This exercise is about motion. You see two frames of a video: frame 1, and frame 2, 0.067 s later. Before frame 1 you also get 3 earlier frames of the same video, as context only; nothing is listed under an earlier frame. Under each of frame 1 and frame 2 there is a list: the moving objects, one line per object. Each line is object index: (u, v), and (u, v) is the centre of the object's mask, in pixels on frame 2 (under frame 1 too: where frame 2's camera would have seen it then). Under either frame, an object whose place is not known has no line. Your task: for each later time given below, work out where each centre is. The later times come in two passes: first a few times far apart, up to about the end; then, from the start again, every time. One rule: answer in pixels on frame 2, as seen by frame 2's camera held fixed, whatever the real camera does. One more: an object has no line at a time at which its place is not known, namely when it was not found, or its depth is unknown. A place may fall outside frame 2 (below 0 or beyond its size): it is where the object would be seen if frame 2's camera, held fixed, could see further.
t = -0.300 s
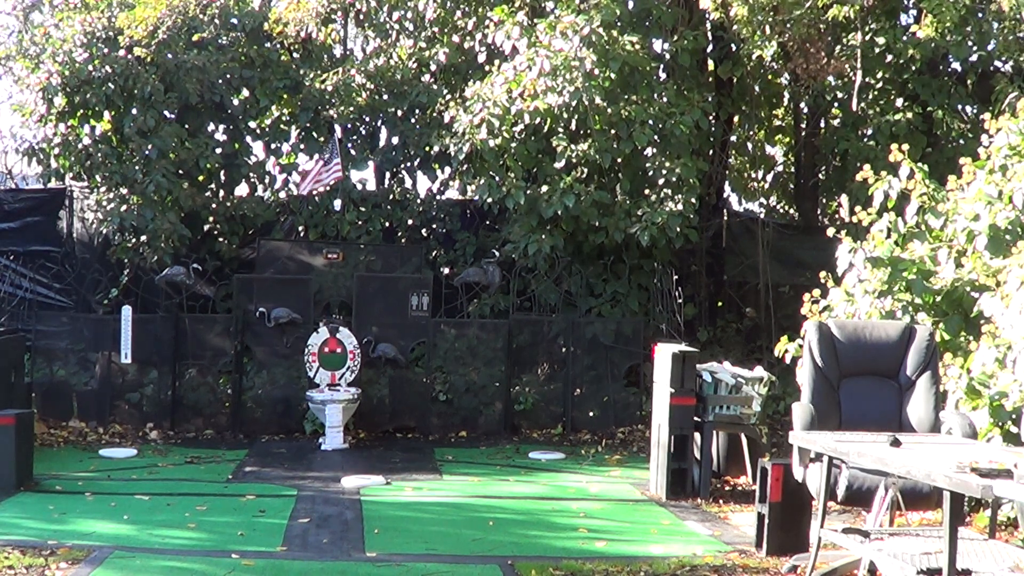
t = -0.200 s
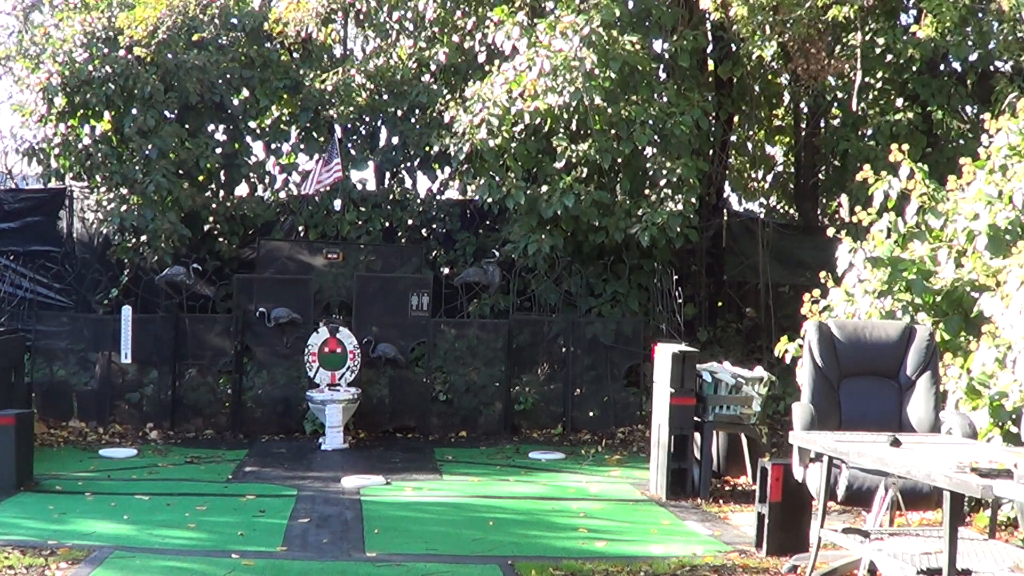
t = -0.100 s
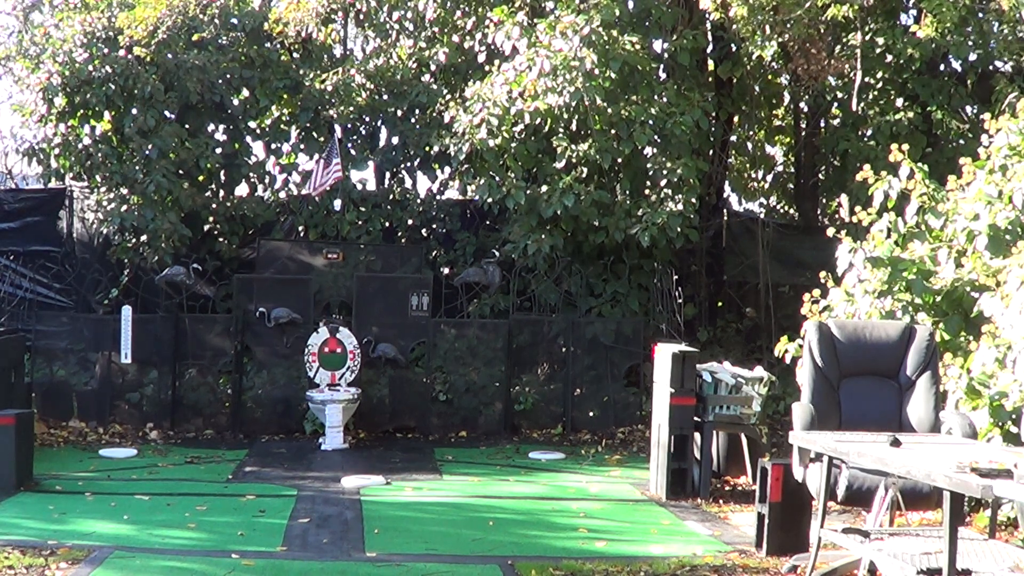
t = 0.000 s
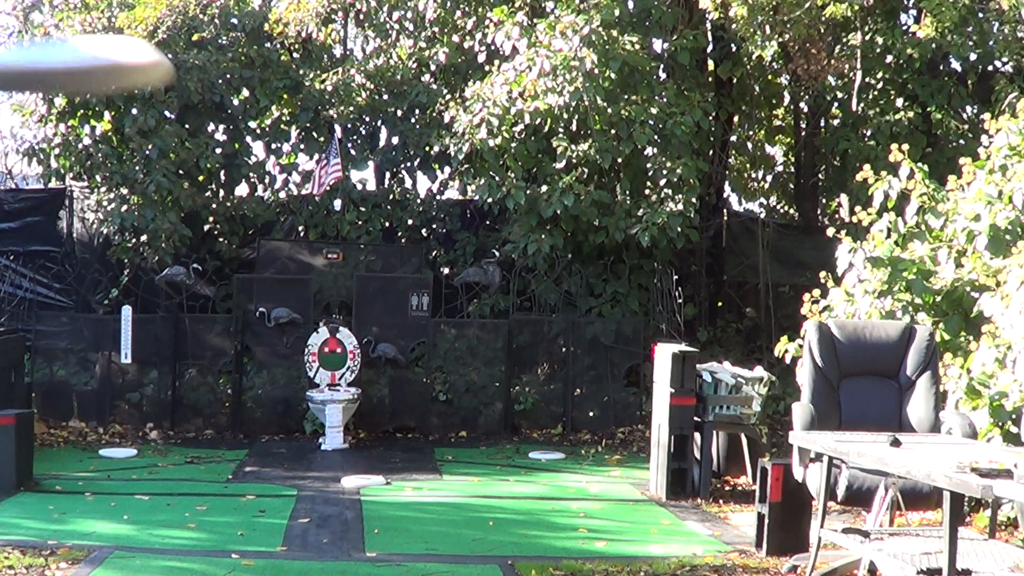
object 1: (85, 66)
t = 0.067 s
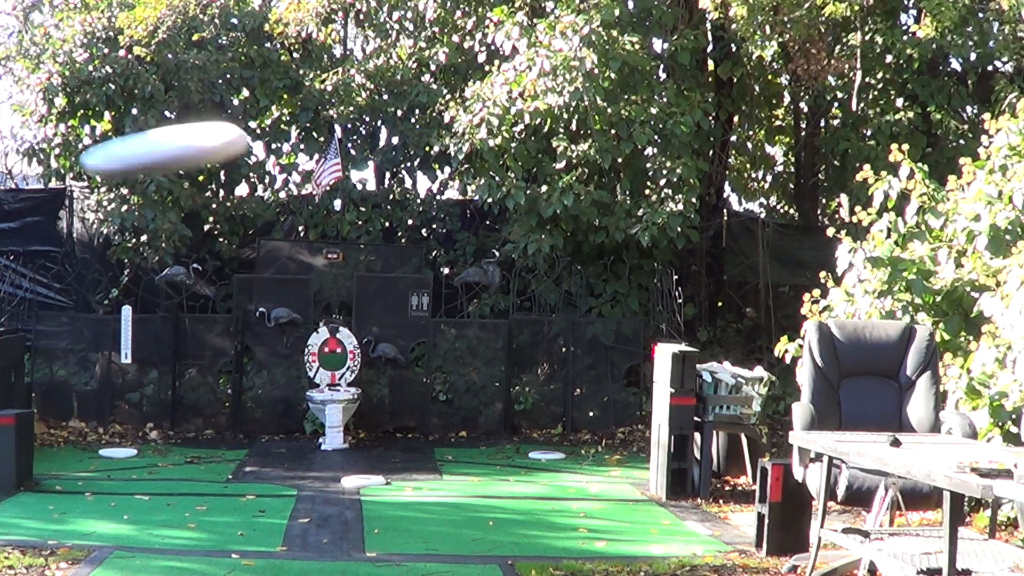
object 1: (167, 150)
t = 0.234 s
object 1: (270, 218)
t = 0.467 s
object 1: (321, 254)
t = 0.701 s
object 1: (350, 288)
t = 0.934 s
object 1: (377, 334)
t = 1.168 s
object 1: (410, 389)
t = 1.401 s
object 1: (461, 447)
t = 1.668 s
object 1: (498, 421)
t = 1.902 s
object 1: (525, 425)
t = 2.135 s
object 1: (548, 433)
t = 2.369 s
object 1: (562, 438)
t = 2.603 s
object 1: (585, 438)
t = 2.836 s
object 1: (603, 446)
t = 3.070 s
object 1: (598, 442)
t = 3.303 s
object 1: (594, 455)
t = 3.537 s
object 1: (594, 459)
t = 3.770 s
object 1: (594, 459)
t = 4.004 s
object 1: (594, 459)
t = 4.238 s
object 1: (594, 459)
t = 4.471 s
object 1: (594, 459)
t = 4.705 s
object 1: (594, 459)
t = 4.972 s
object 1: (594, 459)
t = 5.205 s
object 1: (594, 459)
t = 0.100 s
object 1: (197, 173)
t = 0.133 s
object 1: (222, 188)
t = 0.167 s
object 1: (241, 200)
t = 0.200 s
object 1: (258, 211)
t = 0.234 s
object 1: (270, 218)
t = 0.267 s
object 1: (280, 224)
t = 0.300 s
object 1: (288, 230)
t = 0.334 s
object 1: (297, 235)
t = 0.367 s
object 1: (304, 239)
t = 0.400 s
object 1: (309, 244)
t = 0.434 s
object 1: (316, 249)
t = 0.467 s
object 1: (321, 254)
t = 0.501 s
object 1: (325, 258)
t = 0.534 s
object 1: (330, 263)
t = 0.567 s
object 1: (334, 268)
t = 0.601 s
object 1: (338, 273)
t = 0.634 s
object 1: (342, 278)
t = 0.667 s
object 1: (346, 283)
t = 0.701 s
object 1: (350, 288)
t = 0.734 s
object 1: (353, 294)
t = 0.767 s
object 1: (357, 299)
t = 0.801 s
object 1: (360, 306)
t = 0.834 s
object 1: (364, 312)
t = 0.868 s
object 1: (368, 319)
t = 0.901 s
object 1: (372, 327)
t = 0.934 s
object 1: (377, 334)
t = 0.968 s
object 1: (381, 342)
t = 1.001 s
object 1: (385, 349)
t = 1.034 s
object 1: (389, 357)
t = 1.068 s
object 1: (394, 364)
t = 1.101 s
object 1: (399, 372)
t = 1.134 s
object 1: (404, 381)
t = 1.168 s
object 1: (410, 389)
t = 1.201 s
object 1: (417, 397)
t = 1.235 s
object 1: (424, 406)
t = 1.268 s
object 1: (431, 416)
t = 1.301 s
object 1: (438, 425)
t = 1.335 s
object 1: (446, 435)
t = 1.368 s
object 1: (453, 444)
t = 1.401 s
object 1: (461, 447)
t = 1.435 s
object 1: (465, 441)
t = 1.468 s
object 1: (470, 434)
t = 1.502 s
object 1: (475, 430)
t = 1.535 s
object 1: (481, 426)
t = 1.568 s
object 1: (485, 425)
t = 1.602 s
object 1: (489, 424)
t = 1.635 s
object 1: (494, 424)
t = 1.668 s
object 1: (498, 421)
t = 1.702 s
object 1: (502, 419)
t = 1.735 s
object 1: (506, 418)
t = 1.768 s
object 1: (510, 420)
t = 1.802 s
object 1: (514, 422)
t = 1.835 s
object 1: (518, 424)
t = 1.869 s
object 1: (522, 424)
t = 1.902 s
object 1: (525, 425)
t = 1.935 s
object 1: (529, 428)
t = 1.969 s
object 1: (533, 431)
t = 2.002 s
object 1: (537, 433)
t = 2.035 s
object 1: (541, 434)
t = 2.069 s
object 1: (544, 434)
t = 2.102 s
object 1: (547, 433)
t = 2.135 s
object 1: (548, 433)
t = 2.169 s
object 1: (550, 432)
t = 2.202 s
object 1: (552, 432)
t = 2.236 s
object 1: (553, 433)
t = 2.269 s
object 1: (555, 434)
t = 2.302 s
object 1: (557, 436)
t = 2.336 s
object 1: (559, 437)
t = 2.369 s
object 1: (562, 438)
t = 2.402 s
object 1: (565, 438)
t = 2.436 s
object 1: (568, 438)
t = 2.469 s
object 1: (571, 438)
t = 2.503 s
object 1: (575, 437)
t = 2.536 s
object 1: (578, 438)
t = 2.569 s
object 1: (582, 437)
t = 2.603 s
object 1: (585, 438)
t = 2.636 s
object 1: (588, 439)
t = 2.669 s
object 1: (592, 441)
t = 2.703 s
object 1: (595, 443)
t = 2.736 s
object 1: (598, 445)
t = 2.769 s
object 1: (600, 446)
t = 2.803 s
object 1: (601, 446)
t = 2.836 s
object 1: (603, 446)
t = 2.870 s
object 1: (603, 445)
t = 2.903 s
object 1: (603, 444)
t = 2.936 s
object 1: (602, 444)
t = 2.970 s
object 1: (601, 443)
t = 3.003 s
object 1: (600, 443)
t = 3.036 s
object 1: (599, 442)
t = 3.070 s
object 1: (598, 442)
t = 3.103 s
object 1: (597, 442)
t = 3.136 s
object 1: (596, 443)
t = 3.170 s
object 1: (595, 444)
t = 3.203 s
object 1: (595, 446)
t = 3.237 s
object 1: (594, 448)
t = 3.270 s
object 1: (594, 452)
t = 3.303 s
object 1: (594, 455)
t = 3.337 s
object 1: (593, 457)
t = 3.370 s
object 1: (593, 459)
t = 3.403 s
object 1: (594, 459)
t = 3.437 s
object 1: (594, 459)
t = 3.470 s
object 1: (594, 458)
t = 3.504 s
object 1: (594, 459)
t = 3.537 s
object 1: (594, 459)
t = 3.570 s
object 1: (593, 459)
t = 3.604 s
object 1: (594, 460)
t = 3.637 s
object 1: (594, 459)
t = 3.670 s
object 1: (594, 459)
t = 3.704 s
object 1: (594, 459)
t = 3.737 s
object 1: (594, 460)
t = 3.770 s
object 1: (594, 459)
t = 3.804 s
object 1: (594, 459)
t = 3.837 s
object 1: (594, 459)
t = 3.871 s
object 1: (594, 459)
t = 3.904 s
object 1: (594, 459)
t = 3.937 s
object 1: (594, 459)
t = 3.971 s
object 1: (594, 459)
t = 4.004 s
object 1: (594, 459)
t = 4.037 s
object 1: (594, 459)
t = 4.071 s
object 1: (594, 459)
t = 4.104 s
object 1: (594, 459)
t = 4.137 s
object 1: (594, 459)
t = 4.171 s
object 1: (594, 459)
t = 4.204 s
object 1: (594, 459)
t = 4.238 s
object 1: (594, 459)
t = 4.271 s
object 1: (594, 459)
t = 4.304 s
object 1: (594, 459)
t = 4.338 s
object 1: (594, 459)
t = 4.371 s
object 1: (594, 459)
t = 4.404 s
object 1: (594, 459)
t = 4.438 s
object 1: (594, 459)
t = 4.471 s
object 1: (594, 459)
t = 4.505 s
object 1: (594, 459)
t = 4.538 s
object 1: (594, 459)
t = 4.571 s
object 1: (594, 459)
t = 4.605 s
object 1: (594, 459)
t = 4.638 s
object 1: (594, 459)
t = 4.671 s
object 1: (594, 459)
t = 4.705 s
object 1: (594, 459)
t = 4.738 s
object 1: (594, 459)
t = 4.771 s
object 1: (594, 459)
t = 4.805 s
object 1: (594, 459)
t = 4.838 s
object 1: (594, 459)
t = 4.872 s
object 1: (594, 459)
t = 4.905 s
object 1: (594, 459)
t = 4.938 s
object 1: (594, 459)
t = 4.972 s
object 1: (594, 459)
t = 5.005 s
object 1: (594, 459)
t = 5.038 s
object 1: (594, 459)
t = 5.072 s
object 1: (594, 459)
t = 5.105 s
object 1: (594, 459)
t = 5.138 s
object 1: (594, 459)
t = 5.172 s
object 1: (594, 459)
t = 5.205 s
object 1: (594, 459)
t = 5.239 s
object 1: (594, 459)
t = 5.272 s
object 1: (594, 460)
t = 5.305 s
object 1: (594, 459)
